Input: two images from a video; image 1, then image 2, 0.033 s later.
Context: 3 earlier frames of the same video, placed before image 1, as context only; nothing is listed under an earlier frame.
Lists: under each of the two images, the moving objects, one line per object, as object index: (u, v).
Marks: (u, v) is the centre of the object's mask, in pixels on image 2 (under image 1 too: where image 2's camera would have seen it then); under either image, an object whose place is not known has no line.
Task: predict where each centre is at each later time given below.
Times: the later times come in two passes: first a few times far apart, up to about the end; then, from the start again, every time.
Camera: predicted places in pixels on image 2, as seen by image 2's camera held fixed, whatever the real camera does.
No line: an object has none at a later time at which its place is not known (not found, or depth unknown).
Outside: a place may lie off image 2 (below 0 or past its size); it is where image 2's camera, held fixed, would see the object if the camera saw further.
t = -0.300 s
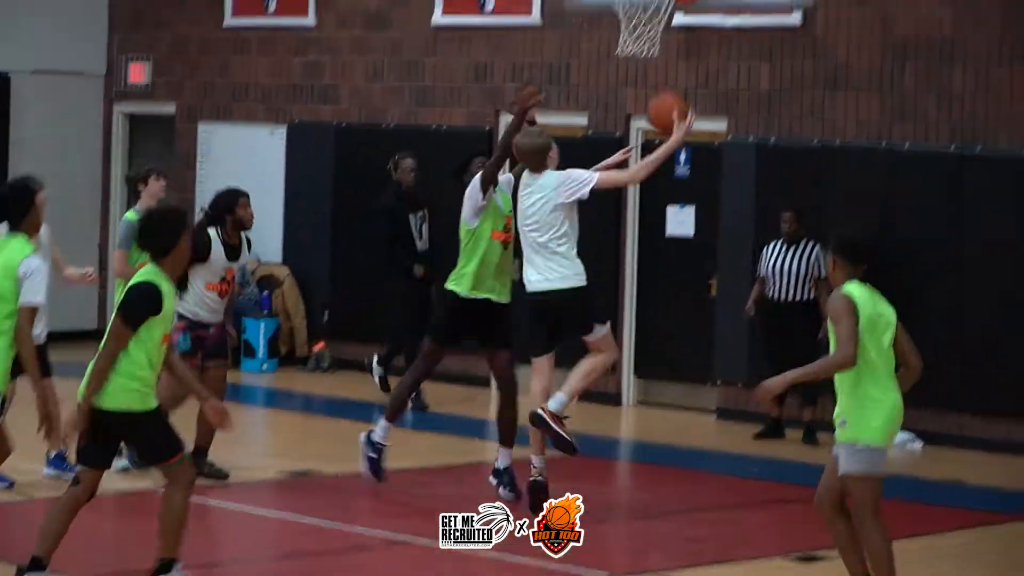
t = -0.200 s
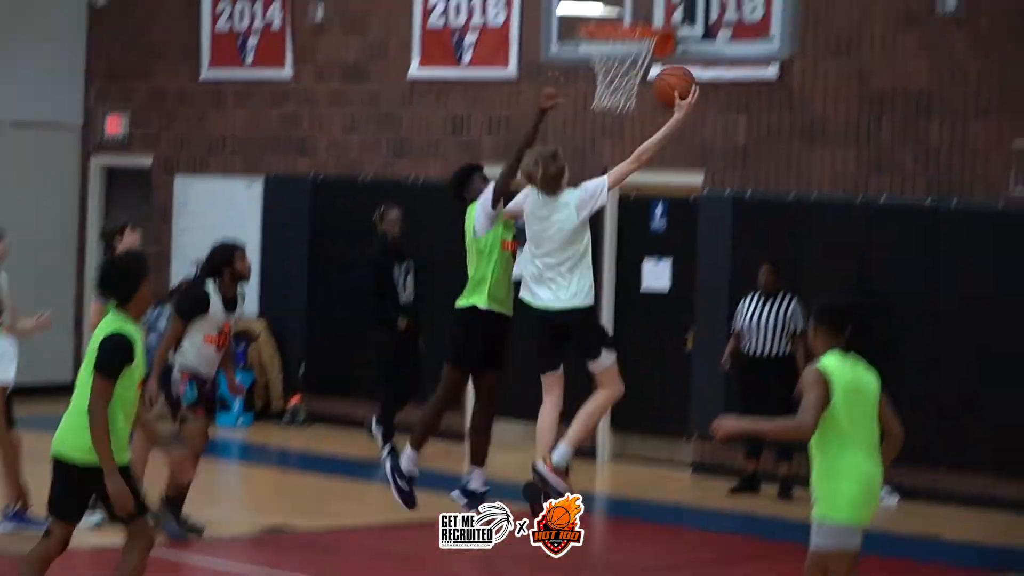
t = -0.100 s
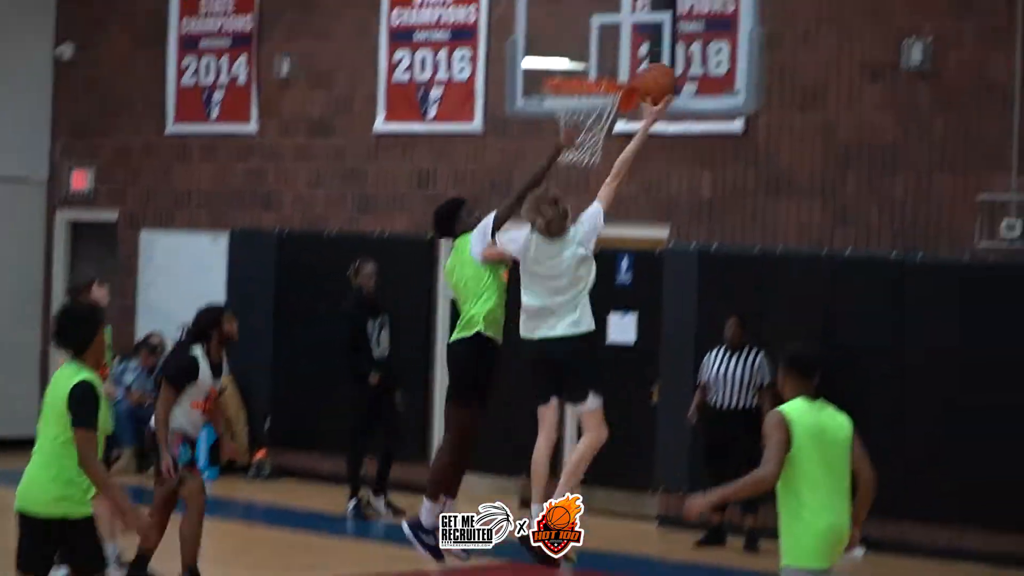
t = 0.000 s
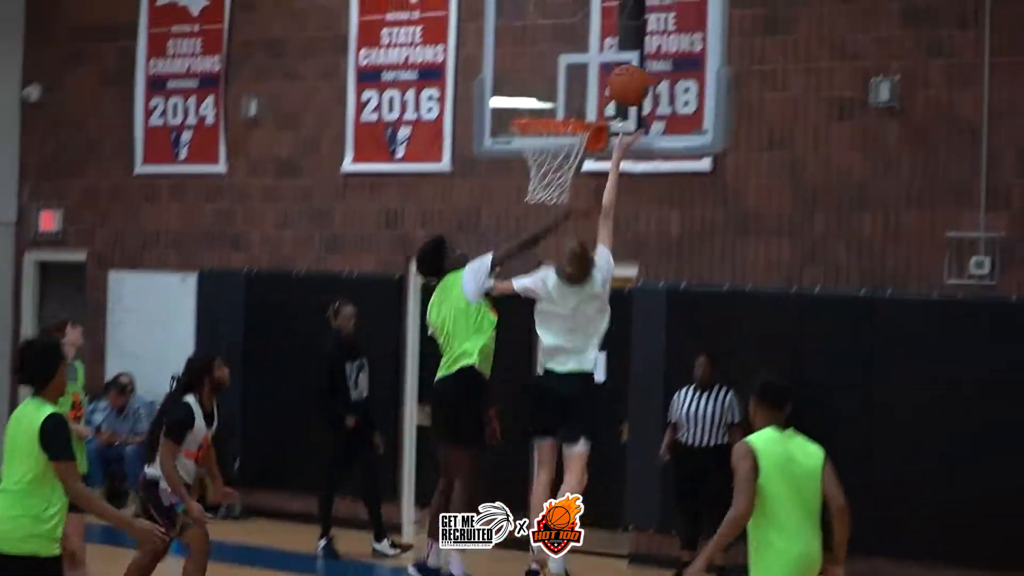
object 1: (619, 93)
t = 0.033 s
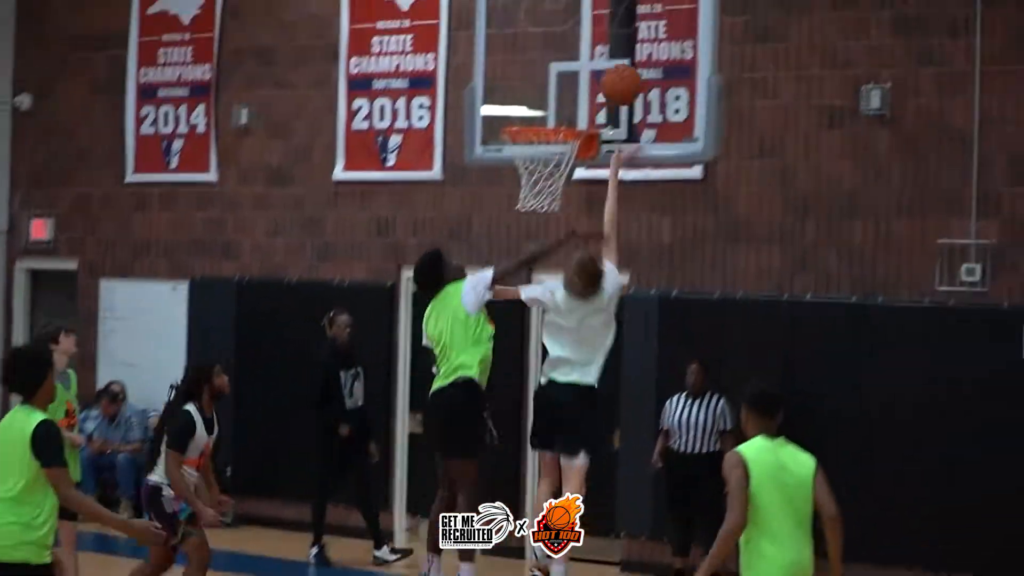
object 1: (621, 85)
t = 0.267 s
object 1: (577, 77)
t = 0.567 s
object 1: (525, 112)
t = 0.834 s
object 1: (553, 154)
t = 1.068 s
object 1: (568, 210)
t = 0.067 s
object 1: (622, 78)
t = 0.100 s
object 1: (623, 74)
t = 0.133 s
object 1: (618, 71)
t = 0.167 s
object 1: (608, 69)
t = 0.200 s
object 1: (598, 70)
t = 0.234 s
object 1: (588, 73)
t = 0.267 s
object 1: (577, 77)
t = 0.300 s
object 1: (568, 84)
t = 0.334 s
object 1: (558, 92)
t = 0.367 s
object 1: (547, 102)
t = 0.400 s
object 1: (538, 111)
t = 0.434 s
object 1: (536, 108)
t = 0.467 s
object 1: (533, 108)
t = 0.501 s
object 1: (530, 108)
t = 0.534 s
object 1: (527, 110)
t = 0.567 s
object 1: (525, 112)
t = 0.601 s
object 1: (522, 115)
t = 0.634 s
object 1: (525, 116)
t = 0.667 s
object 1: (531, 117)
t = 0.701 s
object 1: (535, 127)
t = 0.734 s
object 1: (540, 134)
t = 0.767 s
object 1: (545, 141)
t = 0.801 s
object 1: (551, 150)
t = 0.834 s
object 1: (553, 154)
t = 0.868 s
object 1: (561, 159)
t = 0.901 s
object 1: (565, 168)
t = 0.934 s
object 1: (567, 172)
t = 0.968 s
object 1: (566, 179)
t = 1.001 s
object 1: (571, 200)
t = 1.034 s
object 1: (569, 204)
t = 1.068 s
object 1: (568, 210)
